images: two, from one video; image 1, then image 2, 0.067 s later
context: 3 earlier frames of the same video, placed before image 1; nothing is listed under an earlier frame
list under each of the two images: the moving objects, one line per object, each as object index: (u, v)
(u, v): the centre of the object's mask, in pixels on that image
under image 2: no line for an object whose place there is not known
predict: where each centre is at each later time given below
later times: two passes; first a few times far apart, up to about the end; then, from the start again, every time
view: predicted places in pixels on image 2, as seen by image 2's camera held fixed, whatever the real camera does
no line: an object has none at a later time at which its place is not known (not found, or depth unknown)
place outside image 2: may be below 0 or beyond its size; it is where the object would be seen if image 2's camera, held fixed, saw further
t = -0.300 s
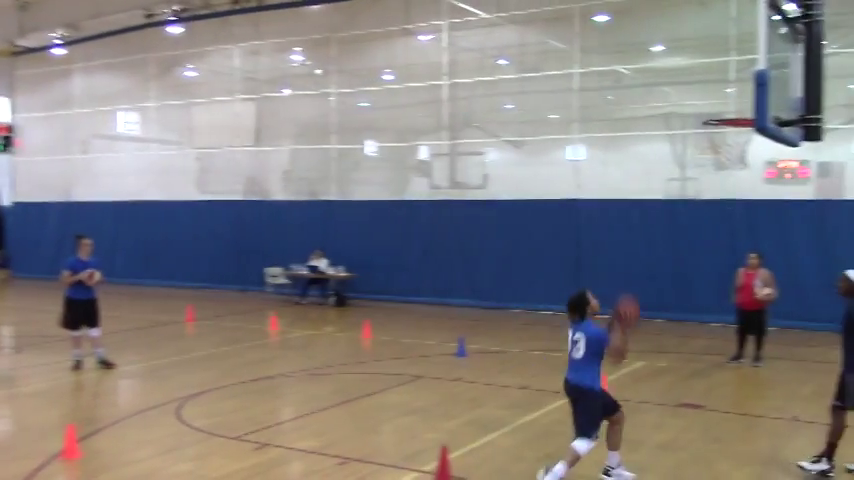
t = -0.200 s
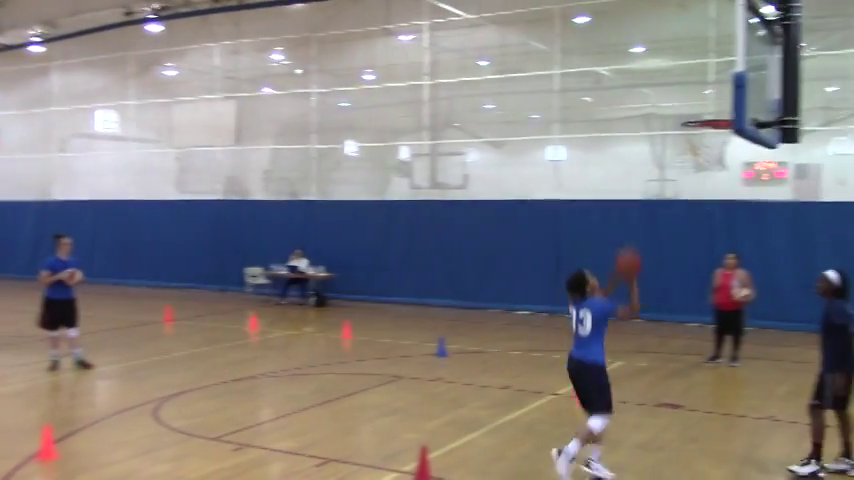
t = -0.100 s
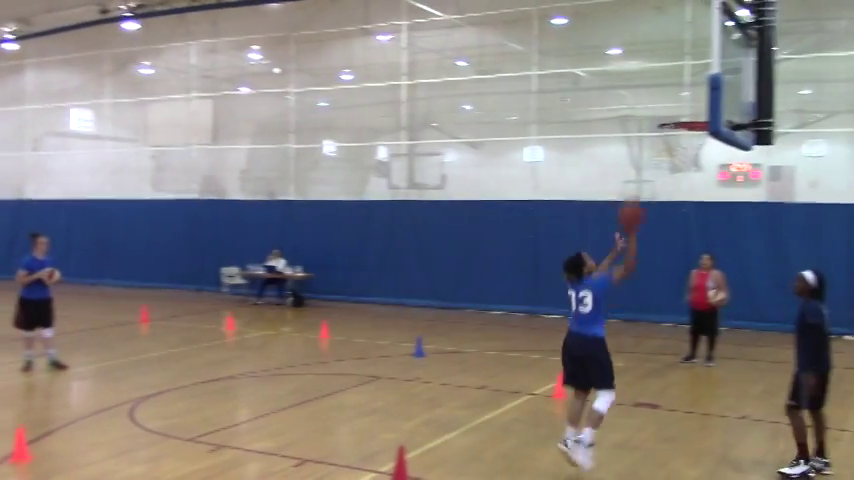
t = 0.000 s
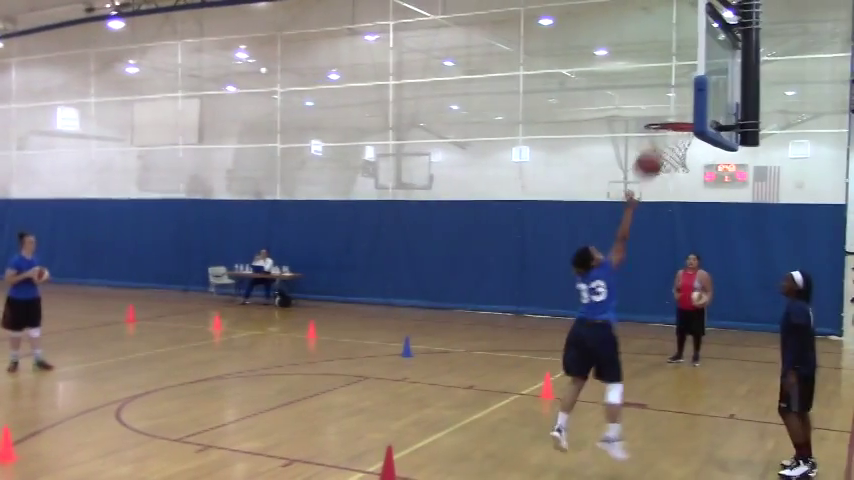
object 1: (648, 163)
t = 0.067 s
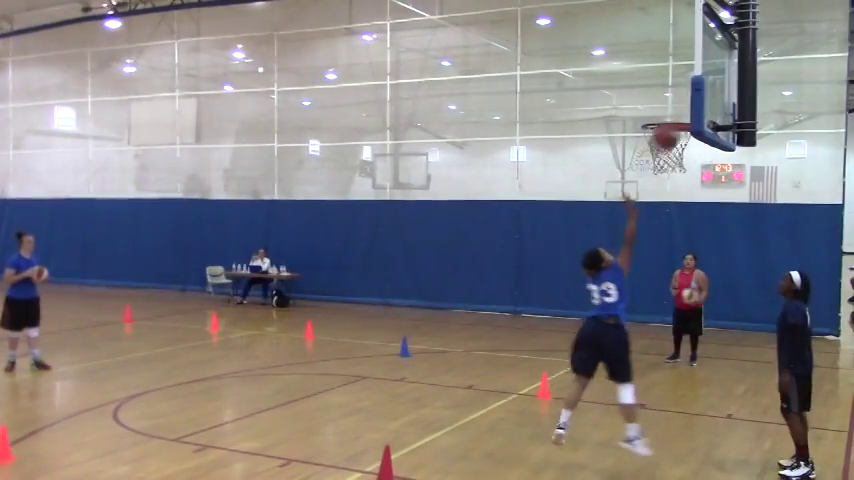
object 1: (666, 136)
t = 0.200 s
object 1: (684, 105)
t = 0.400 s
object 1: (659, 108)
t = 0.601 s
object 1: (658, 109)
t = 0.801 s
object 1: (665, 128)
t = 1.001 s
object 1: (671, 173)
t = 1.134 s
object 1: (674, 227)
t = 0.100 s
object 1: (675, 126)
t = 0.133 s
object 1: (681, 117)
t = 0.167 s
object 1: (685, 109)
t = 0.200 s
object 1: (684, 105)
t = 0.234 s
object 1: (681, 103)
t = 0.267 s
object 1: (678, 102)
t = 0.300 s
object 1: (674, 102)
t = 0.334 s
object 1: (669, 103)
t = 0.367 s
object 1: (664, 105)
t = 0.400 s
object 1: (659, 108)
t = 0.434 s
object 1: (654, 113)
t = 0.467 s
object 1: (652, 115)
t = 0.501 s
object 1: (654, 112)
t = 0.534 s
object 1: (655, 110)
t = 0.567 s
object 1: (657, 109)
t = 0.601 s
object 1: (658, 109)
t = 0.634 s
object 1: (659, 110)
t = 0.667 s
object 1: (661, 112)
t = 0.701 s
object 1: (663, 115)
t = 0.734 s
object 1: (664, 118)
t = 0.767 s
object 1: (665, 124)
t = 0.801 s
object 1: (665, 128)
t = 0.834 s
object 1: (666, 134)
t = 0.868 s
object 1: (667, 138)
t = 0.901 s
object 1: (668, 146)
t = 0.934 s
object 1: (669, 154)
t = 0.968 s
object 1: (670, 163)
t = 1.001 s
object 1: (671, 173)
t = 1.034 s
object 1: (671, 185)
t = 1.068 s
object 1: (673, 198)
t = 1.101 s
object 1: (673, 212)
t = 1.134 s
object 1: (674, 227)
